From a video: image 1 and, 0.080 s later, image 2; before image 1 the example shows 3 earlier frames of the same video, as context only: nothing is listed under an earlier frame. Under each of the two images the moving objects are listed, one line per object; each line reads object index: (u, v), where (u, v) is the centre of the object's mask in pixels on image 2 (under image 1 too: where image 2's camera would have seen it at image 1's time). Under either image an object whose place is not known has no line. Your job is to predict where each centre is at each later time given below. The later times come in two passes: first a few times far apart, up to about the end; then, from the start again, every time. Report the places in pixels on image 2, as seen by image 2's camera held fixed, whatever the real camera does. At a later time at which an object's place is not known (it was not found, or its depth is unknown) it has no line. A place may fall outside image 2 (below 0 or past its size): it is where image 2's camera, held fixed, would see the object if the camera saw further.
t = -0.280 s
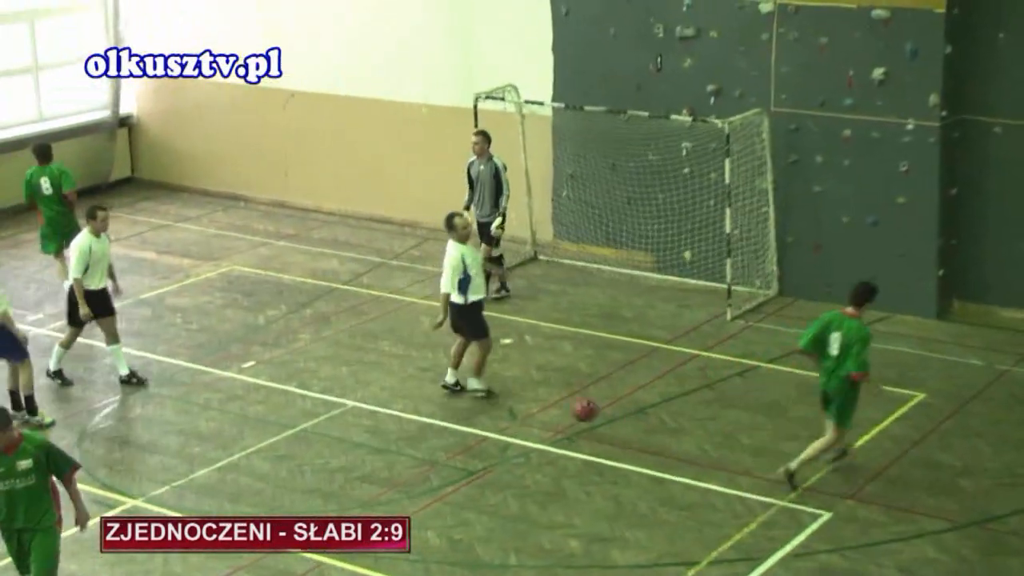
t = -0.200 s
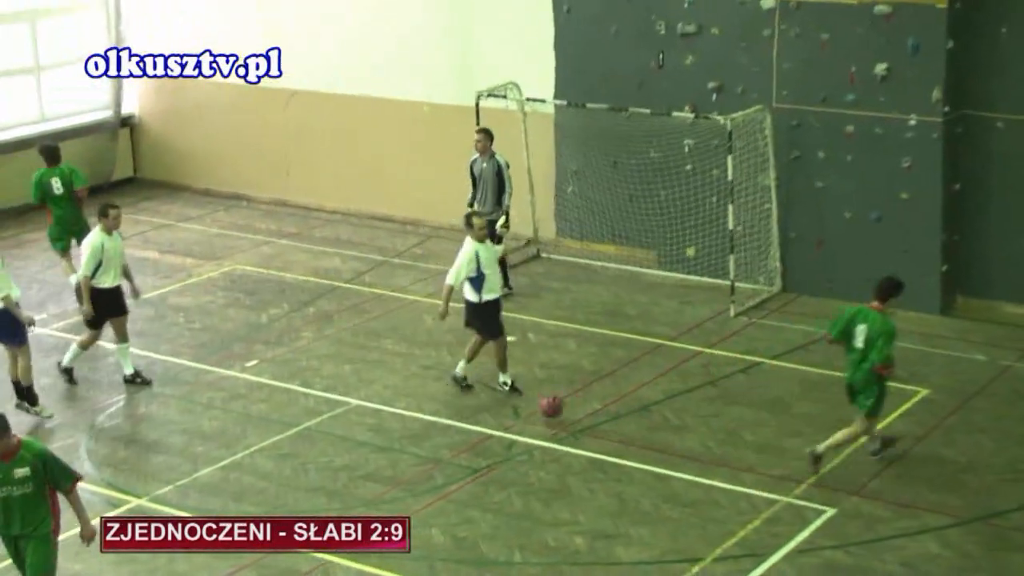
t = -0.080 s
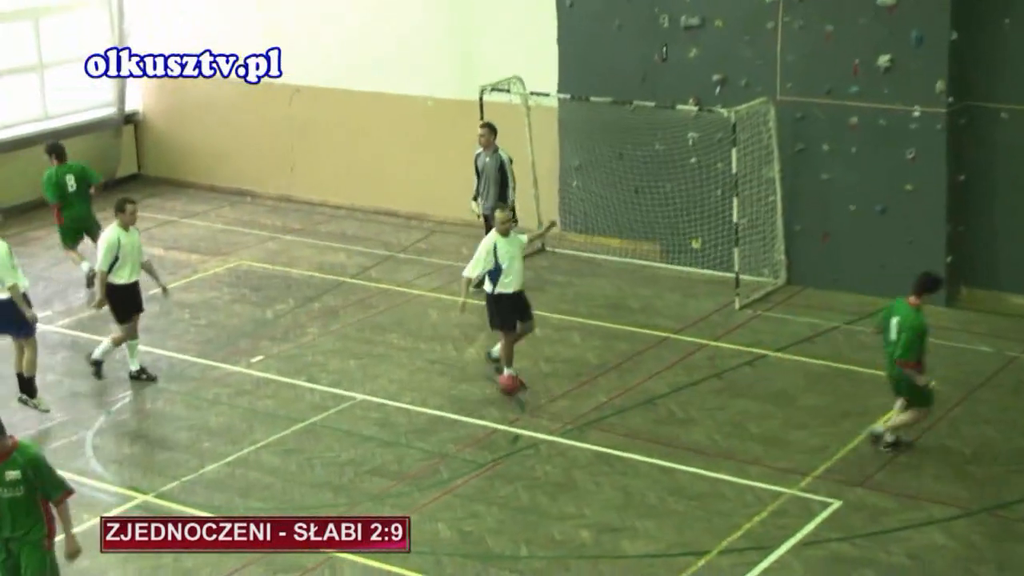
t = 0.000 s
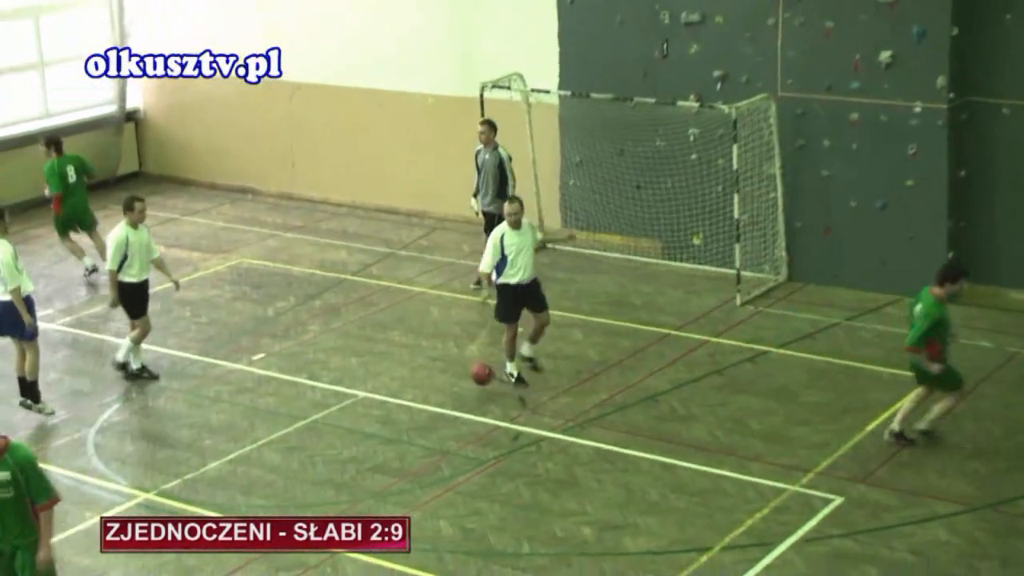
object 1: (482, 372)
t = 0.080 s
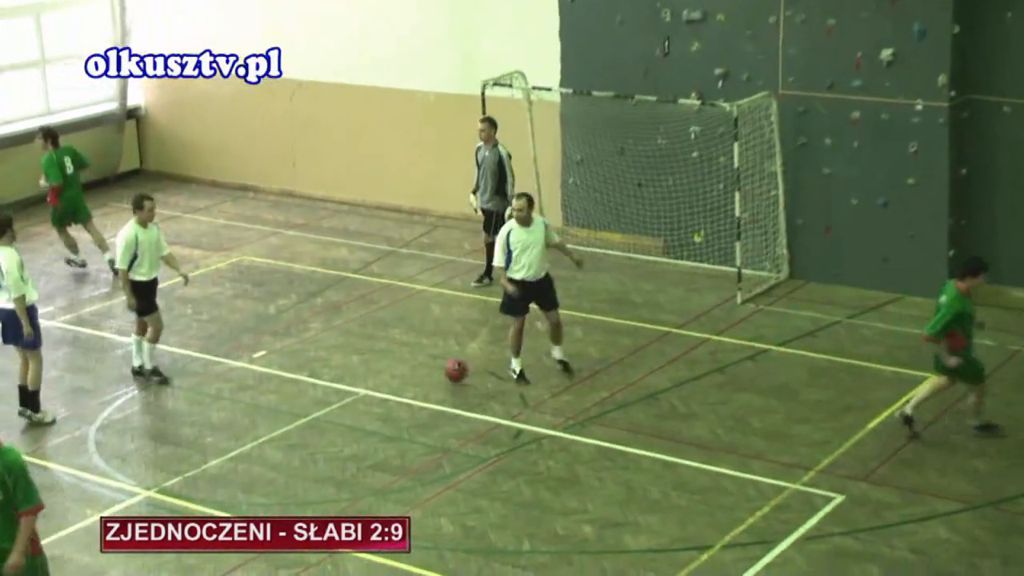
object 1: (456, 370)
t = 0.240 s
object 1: (406, 360)
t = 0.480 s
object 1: (338, 352)
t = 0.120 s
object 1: (442, 370)
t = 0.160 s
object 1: (429, 364)
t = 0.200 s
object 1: (417, 361)
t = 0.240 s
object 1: (406, 360)
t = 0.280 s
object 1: (393, 361)
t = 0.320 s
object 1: (382, 357)
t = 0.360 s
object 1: (371, 355)
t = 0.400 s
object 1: (360, 355)
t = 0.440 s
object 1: (350, 354)
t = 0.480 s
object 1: (338, 352)
